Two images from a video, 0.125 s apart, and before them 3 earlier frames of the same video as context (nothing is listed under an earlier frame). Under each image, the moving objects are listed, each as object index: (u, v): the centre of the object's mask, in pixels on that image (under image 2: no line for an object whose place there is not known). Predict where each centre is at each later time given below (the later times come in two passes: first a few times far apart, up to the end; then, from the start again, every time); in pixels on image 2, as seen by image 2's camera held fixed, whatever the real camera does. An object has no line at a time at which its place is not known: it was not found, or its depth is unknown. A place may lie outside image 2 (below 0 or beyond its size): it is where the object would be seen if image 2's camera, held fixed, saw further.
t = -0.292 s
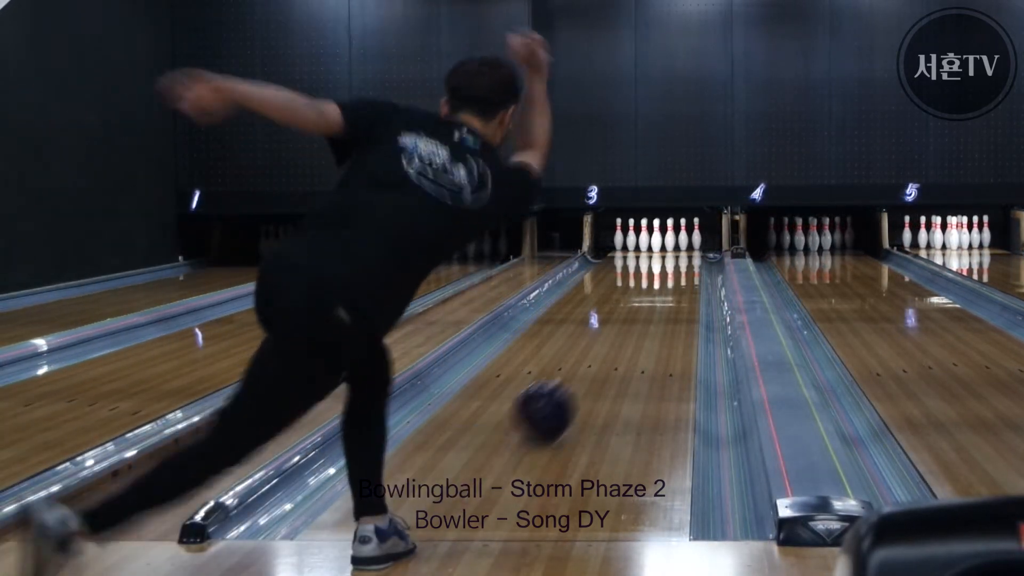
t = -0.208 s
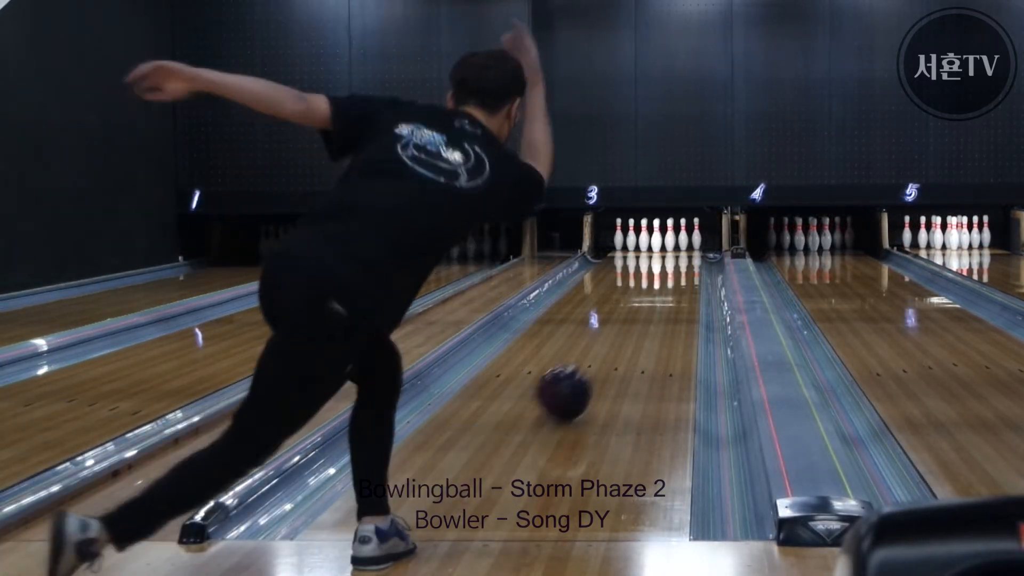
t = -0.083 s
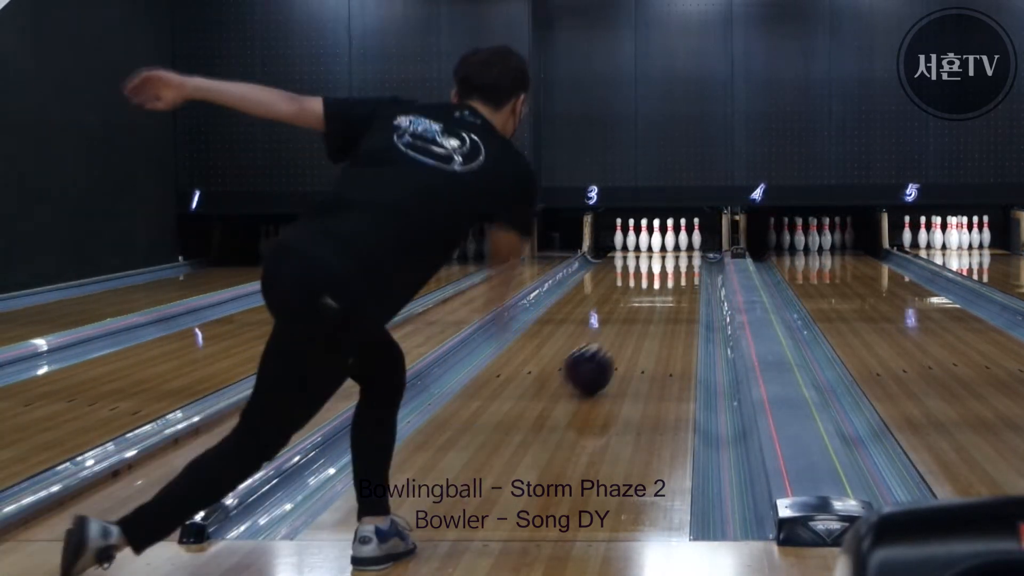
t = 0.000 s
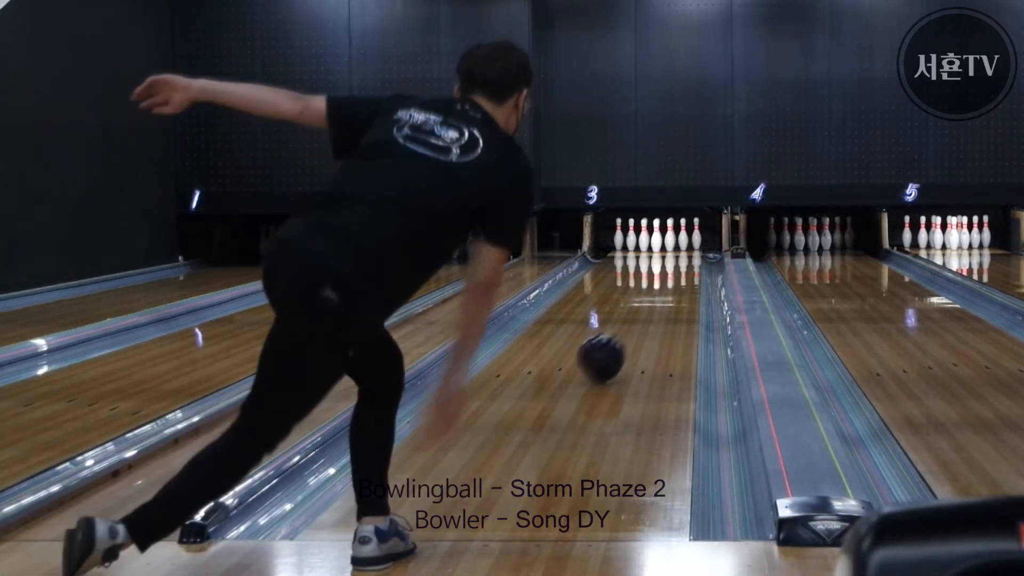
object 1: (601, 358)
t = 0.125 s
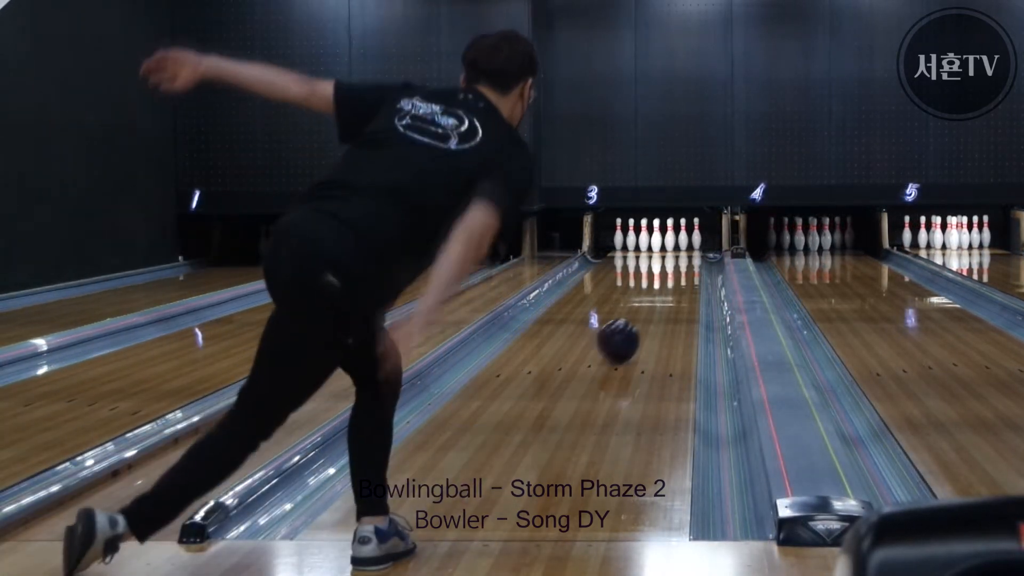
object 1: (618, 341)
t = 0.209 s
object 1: (628, 332)
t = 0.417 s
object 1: (647, 312)
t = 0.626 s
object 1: (661, 297)
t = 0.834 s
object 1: (672, 284)
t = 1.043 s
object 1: (679, 274)
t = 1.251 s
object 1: (684, 266)
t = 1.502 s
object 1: (685, 258)
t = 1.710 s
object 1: (680, 252)
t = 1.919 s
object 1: (671, 247)
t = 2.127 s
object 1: (666, 243)
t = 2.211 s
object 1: (666, 242)
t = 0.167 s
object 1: (623, 337)
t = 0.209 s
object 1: (628, 332)
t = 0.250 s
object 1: (633, 327)
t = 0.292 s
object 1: (636, 323)
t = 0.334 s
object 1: (640, 320)
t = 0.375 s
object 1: (643, 316)
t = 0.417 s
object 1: (647, 312)
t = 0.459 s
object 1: (650, 309)
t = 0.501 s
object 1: (653, 306)
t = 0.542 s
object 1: (656, 303)
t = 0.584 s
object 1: (659, 299)
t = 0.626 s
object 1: (661, 297)
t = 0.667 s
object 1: (663, 293)
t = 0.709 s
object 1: (666, 290)
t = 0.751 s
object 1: (668, 288)
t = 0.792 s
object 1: (670, 286)
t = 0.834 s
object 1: (672, 284)
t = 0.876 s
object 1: (673, 282)
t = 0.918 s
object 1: (675, 279)
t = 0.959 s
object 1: (677, 277)
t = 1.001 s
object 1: (678, 276)
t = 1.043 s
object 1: (679, 274)
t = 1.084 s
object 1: (680, 272)
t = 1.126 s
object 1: (681, 270)
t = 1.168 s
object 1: (682, 269)
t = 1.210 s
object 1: (683, 267)
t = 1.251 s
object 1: (684, 266)
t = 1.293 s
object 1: (684, 264)
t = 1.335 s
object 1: (685, 263)
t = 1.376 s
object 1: (685, 262)
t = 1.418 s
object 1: (685, 260)
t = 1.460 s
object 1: (685, 259)
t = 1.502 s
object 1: (685, 258)
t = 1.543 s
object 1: (684, 257)
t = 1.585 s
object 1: (683, 255)
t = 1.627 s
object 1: (682, 254)
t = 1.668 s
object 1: (682, 253)
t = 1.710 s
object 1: (680, 252)
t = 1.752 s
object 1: (678, 251)
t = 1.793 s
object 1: (677, 250)
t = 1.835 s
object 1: (675, 249)
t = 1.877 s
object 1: (673, 248)
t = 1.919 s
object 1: (671, 247)
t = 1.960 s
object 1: (669, 246)
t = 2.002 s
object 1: (668, 245)
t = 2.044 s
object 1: (666, 244)
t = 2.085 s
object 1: (665, 244)
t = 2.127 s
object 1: (666, 243)
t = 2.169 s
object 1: (665, 242)
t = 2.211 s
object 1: (666, 242)
